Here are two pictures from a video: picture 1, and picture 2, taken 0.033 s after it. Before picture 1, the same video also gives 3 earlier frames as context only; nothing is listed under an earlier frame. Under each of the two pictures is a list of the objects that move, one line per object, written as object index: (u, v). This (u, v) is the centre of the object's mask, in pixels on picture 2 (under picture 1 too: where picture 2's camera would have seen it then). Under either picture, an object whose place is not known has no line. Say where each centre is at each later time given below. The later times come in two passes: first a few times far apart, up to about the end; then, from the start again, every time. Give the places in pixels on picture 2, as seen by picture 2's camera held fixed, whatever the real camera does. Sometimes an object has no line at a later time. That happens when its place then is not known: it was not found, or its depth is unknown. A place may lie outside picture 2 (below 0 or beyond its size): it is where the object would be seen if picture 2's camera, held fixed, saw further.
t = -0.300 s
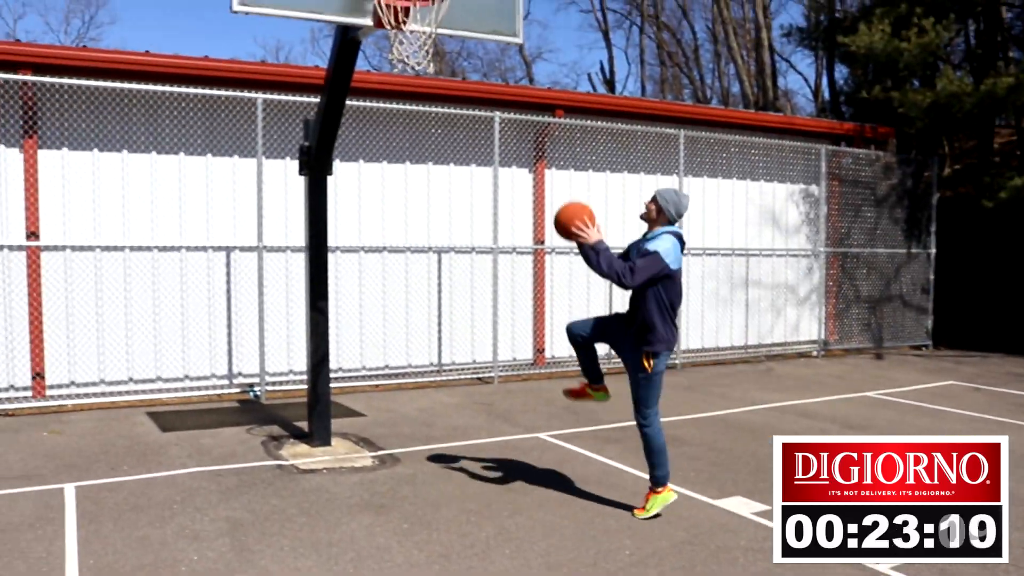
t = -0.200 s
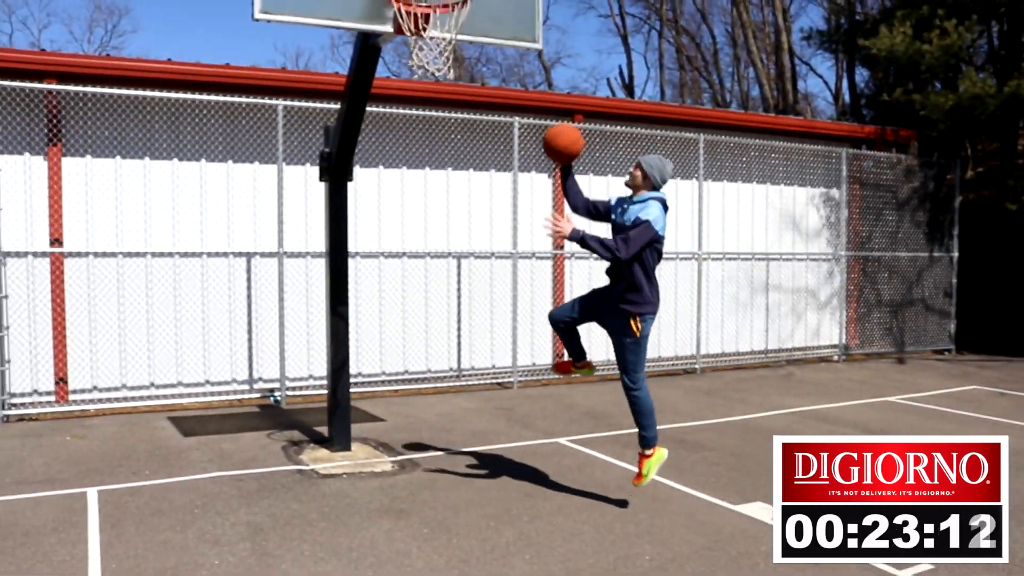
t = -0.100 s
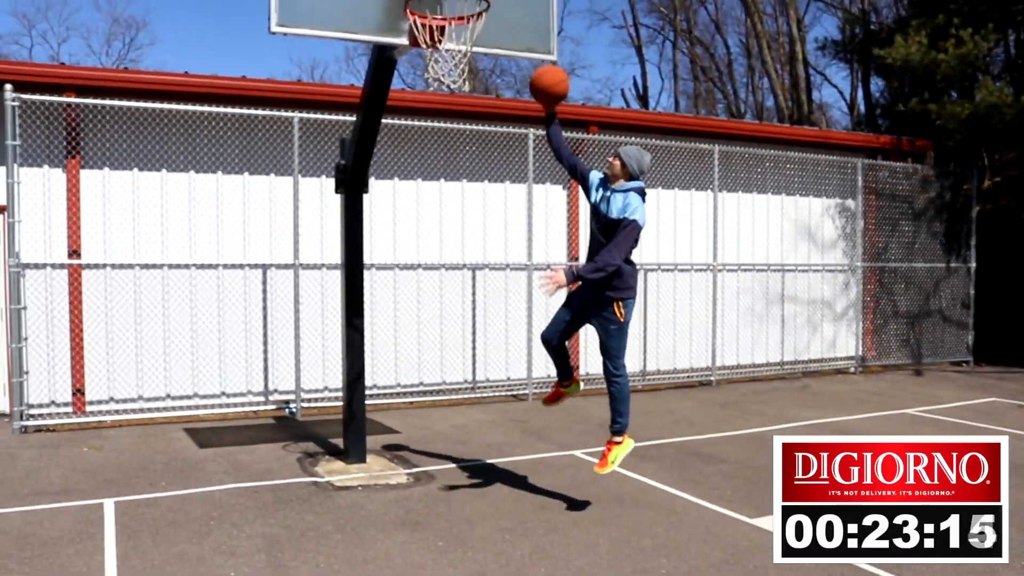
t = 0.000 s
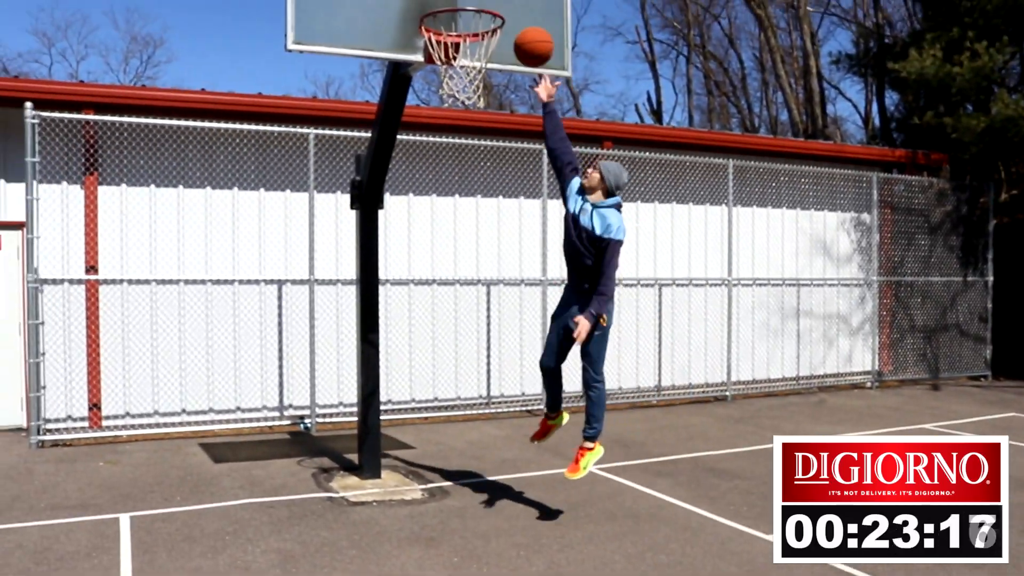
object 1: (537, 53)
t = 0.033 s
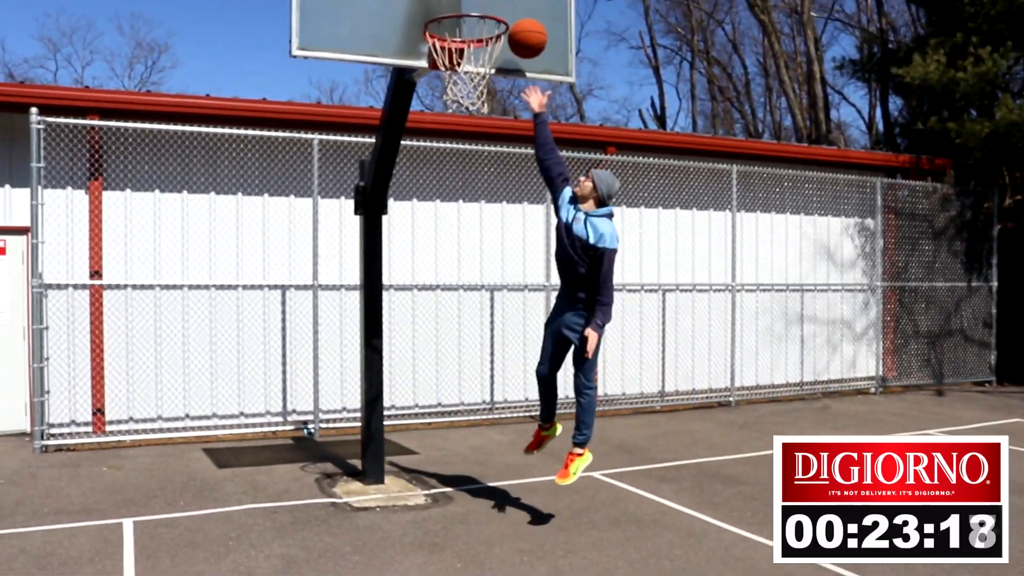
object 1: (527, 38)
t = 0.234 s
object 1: (488, -5)
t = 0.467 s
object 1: (463, 21)
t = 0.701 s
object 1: (446, 99)
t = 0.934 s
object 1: (439, 217)
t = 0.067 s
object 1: (519, 26)
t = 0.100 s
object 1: (508, 16)
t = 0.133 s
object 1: (499, 6)
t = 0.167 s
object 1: (495, 0)
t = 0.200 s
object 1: (492, -2)
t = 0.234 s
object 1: (488, -5)
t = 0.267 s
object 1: (485, -7)
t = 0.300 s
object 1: (482, -8)
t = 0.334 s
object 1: (478, -7)
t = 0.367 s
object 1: (475, -4)
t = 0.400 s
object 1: (471, 0)
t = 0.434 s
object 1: (467, 10)
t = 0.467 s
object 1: (463, 21)
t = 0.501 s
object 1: (460, 33)
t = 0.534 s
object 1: (453, 49)
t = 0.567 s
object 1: (451, 63)
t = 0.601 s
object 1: (449, 73)
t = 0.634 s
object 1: (447, 79)
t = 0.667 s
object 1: (447, 88)
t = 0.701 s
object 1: (446, 99)
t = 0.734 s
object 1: (445, 107)
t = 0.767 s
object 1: (444, 120)
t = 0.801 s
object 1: (443, 135)
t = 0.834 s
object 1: (442, 152)
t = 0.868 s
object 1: (442, 172)
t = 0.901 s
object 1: (440, 193)
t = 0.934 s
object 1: (439, 217)
